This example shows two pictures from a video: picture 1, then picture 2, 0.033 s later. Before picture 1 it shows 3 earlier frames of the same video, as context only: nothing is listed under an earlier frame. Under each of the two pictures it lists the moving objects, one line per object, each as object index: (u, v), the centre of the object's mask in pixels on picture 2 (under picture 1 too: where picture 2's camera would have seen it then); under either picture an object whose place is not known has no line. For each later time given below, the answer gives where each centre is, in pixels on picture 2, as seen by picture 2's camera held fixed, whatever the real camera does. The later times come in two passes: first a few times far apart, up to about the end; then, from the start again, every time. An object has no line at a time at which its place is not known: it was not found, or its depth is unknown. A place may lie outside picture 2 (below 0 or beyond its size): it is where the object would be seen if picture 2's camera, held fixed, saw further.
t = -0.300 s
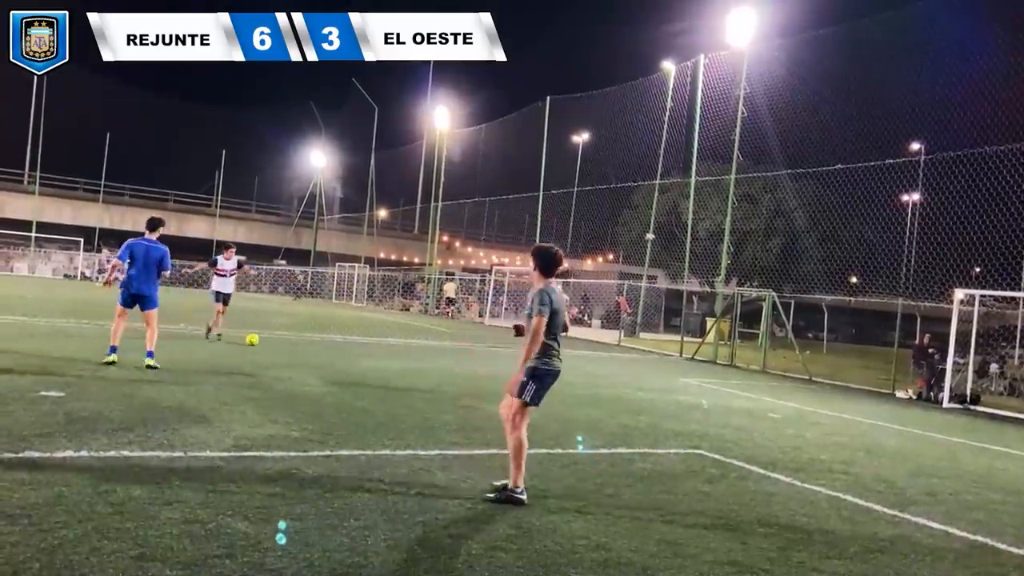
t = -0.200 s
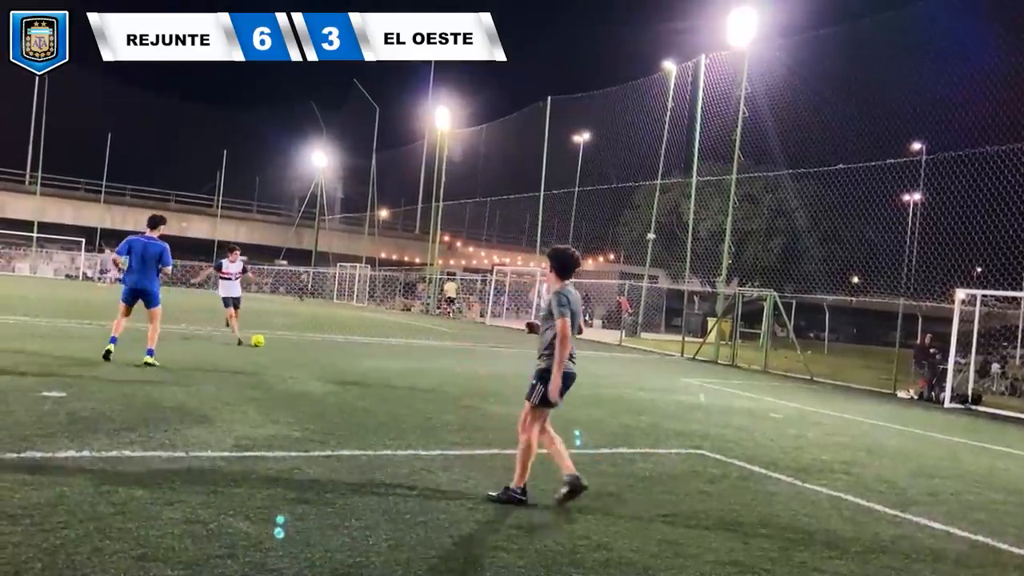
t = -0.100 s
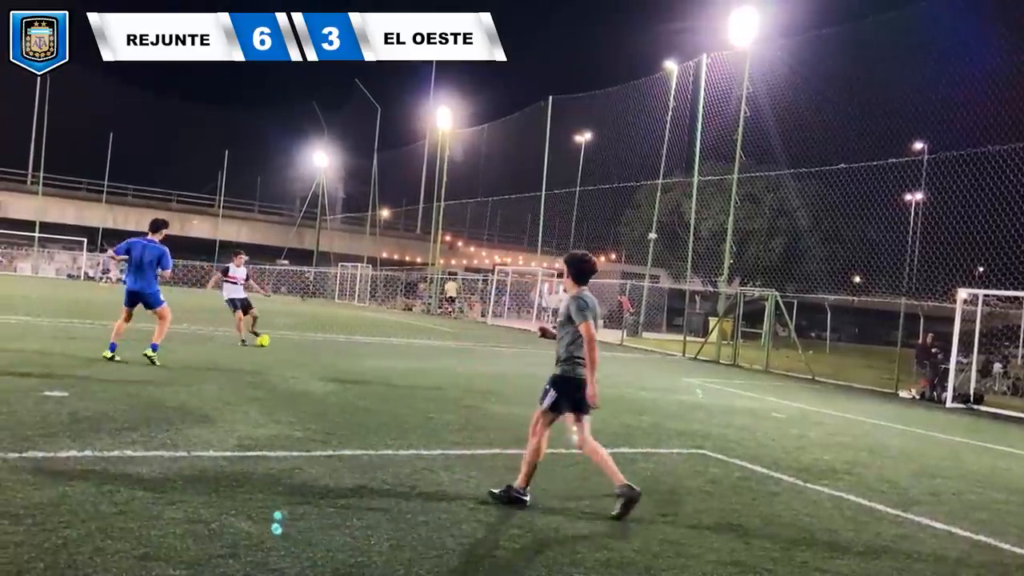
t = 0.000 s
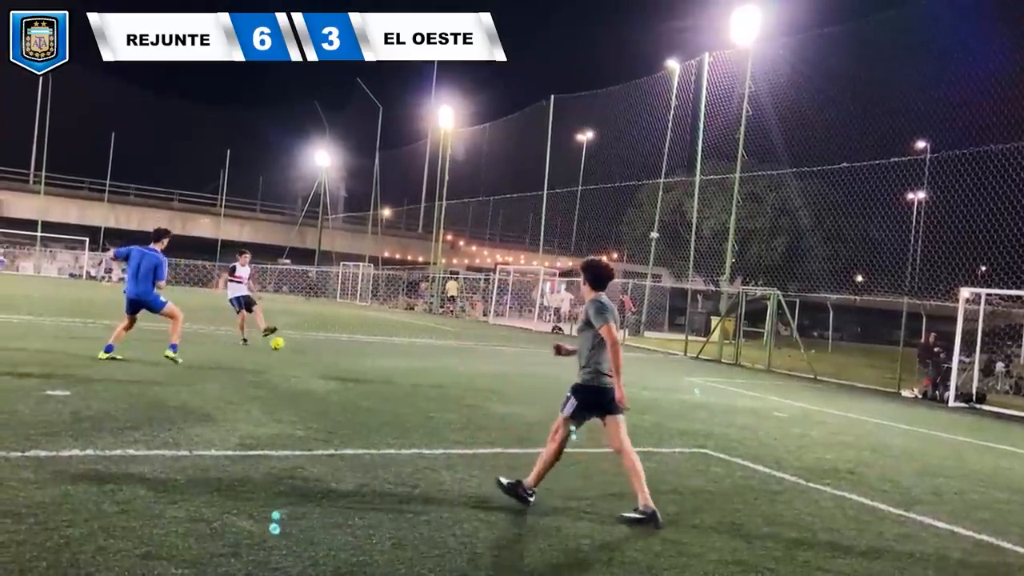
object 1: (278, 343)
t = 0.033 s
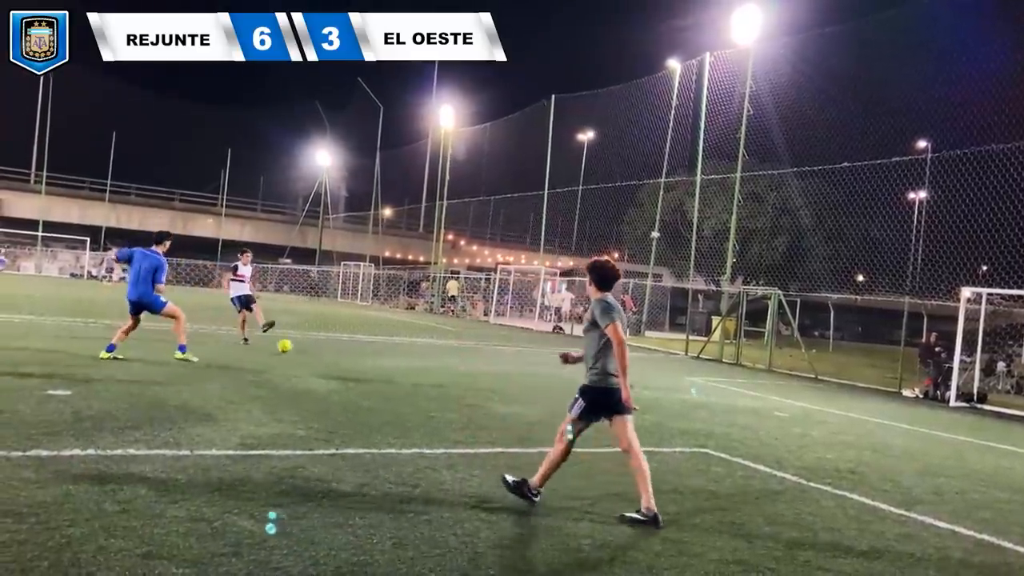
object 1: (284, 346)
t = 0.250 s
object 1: (333, 373)
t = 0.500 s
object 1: (415, 417)
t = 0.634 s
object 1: (475, 452)
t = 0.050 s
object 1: (288, 347)
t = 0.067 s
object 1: (291, 350)
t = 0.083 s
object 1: (294, 352)
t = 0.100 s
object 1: (298, 355)
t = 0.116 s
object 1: (302, 357)
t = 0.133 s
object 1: (306, 358)
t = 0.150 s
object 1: (310, 359)
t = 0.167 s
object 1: (313, 361)
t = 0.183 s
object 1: (317, 363)
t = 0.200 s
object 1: (321, 365)
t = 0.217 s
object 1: (325, 367)
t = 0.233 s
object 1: (330, 370)
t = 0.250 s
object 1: (333, 373)
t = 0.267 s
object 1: (338, 376)
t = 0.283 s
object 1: (342, 378)
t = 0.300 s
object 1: (347, 380)
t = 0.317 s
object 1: (352, 383)
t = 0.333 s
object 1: (357, 386)
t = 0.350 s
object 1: (362, 389)
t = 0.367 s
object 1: (367, 391)
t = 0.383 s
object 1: (373, 394)
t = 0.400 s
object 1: (378, 397)
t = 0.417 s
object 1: (384, 400)
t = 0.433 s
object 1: (390, 403)
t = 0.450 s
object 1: (396, 406)
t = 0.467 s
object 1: (402, 410)
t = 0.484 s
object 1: (408, 413)
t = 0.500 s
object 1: (415, 417)
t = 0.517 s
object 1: (421, 421)
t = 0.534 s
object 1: (429, 426)
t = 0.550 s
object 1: (436, 431)
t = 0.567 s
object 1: (443, 435)
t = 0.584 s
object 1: (451, 440)
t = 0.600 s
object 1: (459, 443)
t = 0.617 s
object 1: (467, 447)
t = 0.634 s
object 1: (475, 452)
